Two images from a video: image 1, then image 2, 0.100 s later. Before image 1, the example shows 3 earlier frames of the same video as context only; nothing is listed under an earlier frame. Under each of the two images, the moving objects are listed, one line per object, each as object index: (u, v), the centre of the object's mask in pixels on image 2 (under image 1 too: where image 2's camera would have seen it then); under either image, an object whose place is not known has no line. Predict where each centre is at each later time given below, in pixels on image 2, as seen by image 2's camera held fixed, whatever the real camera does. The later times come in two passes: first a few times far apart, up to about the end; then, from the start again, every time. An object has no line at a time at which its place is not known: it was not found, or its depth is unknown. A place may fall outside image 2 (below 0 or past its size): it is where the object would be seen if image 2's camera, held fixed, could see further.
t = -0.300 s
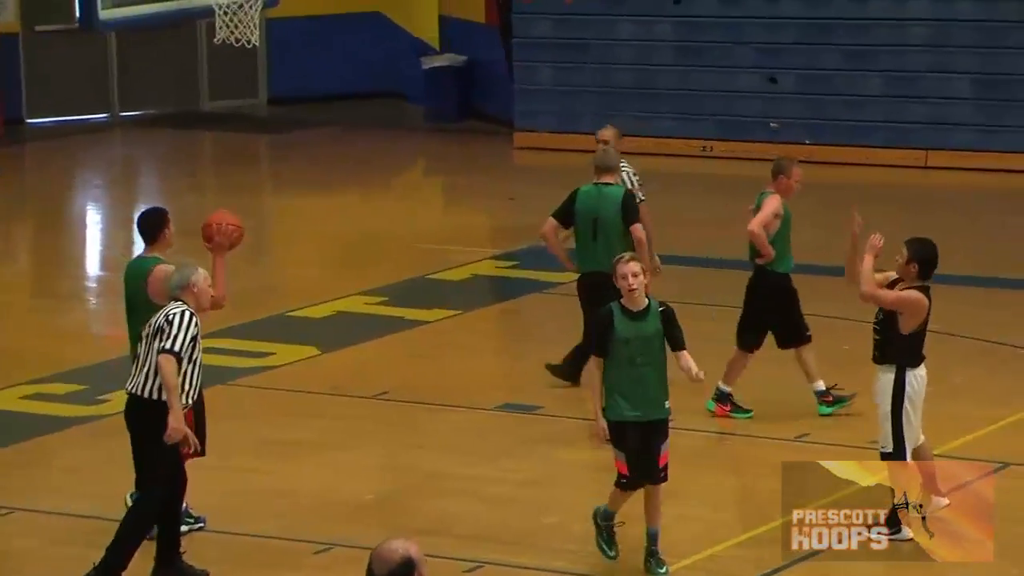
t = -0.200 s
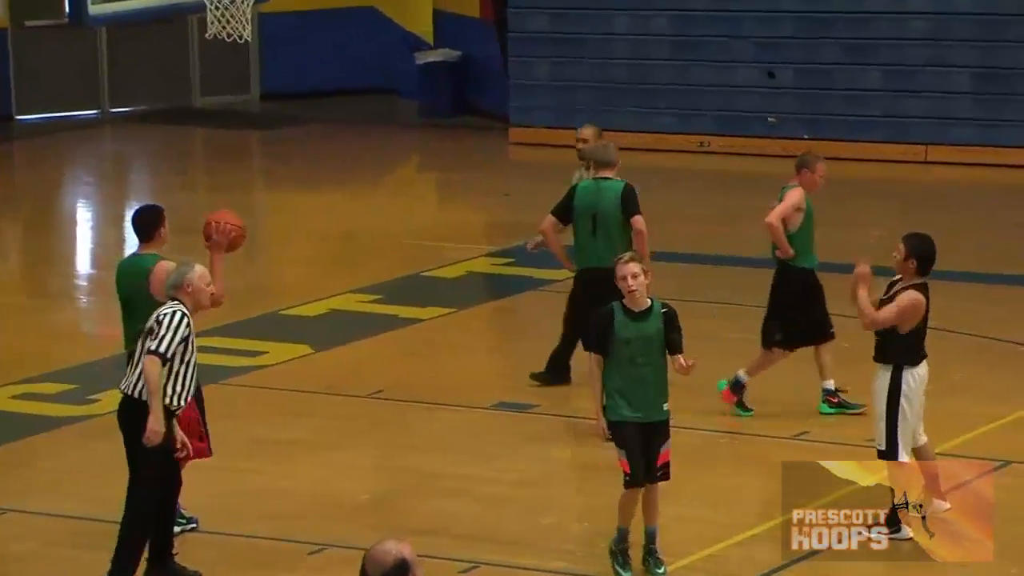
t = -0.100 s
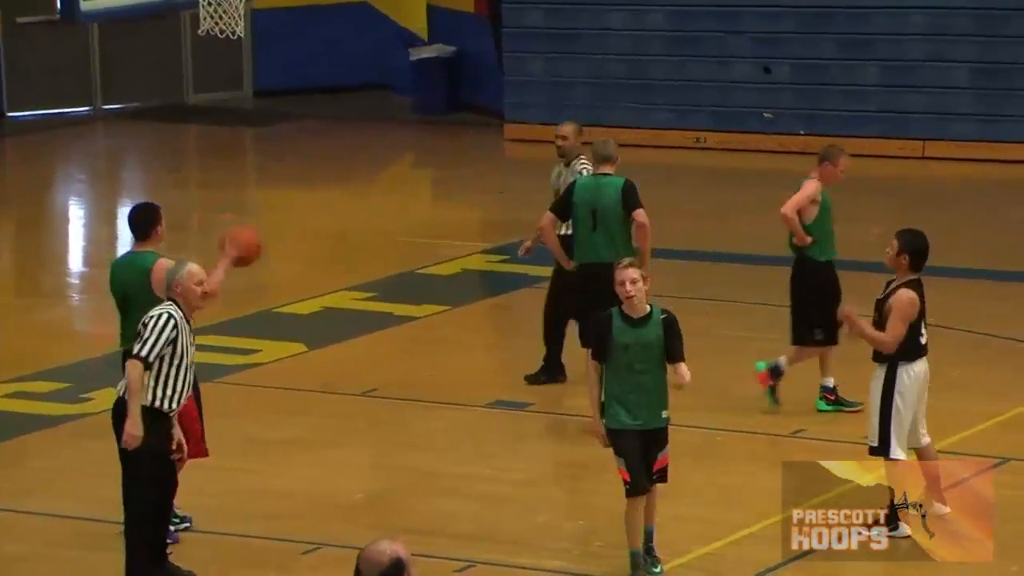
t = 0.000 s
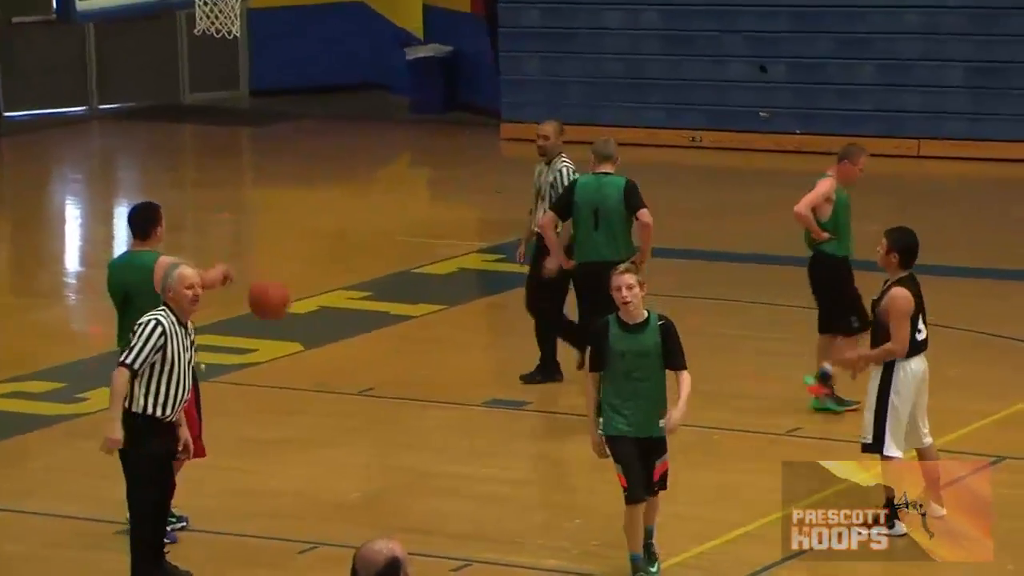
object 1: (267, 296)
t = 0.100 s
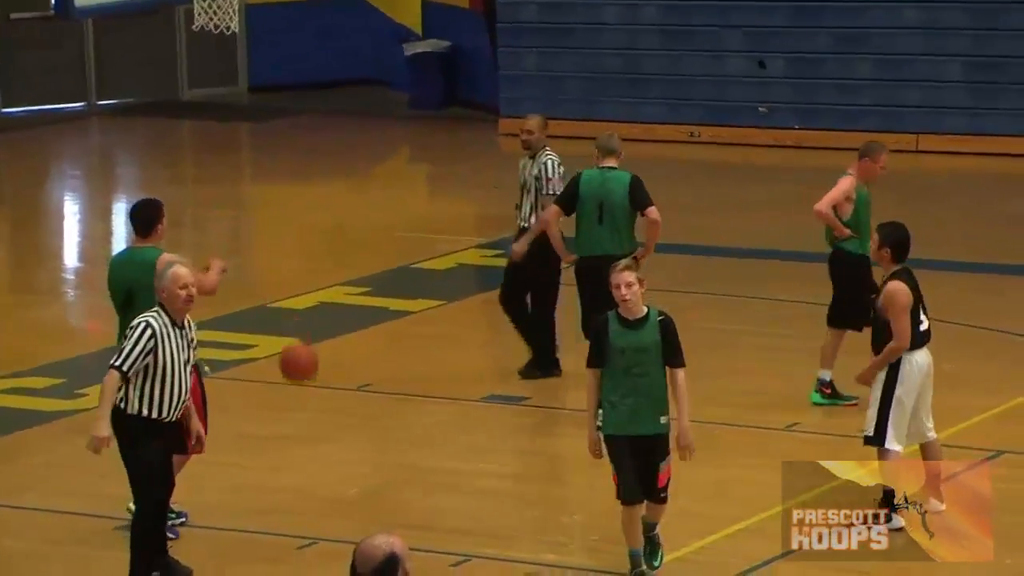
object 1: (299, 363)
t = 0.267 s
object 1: (332, 376)
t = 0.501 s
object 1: (349, 235)
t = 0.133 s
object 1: (308, 388)
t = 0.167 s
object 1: (319, 414)
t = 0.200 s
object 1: (326, 431)
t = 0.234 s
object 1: (329, 403)
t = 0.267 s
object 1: (332, 376)
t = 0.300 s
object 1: (334, 348)
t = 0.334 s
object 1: (336, 323)
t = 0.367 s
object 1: (338, 303)
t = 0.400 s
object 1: (341, 284)
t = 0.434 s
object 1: (344, 266)
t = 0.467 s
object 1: (347, 249)
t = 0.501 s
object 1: (349, 235)
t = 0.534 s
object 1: (352, 221)
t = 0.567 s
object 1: (355, 210)
